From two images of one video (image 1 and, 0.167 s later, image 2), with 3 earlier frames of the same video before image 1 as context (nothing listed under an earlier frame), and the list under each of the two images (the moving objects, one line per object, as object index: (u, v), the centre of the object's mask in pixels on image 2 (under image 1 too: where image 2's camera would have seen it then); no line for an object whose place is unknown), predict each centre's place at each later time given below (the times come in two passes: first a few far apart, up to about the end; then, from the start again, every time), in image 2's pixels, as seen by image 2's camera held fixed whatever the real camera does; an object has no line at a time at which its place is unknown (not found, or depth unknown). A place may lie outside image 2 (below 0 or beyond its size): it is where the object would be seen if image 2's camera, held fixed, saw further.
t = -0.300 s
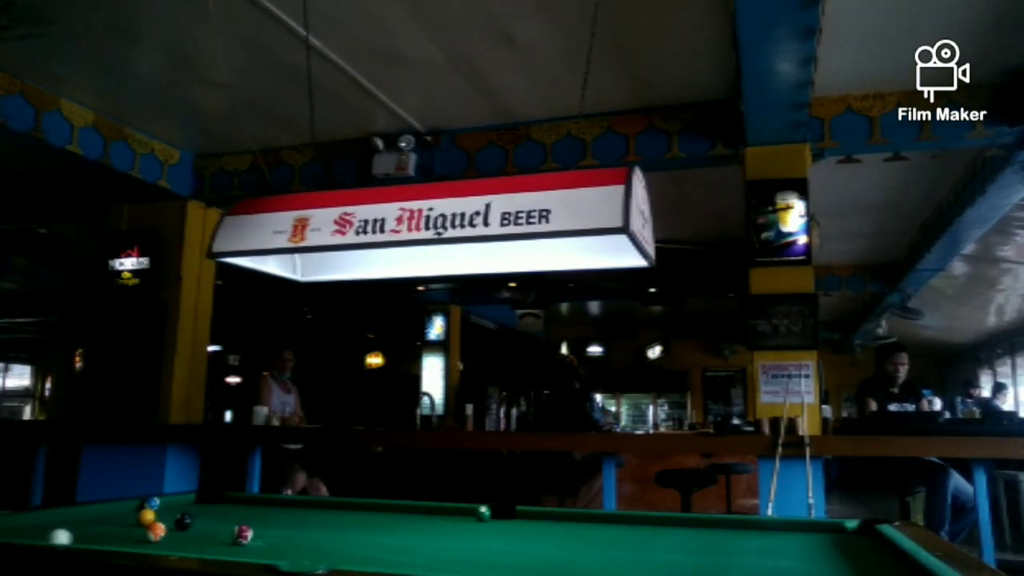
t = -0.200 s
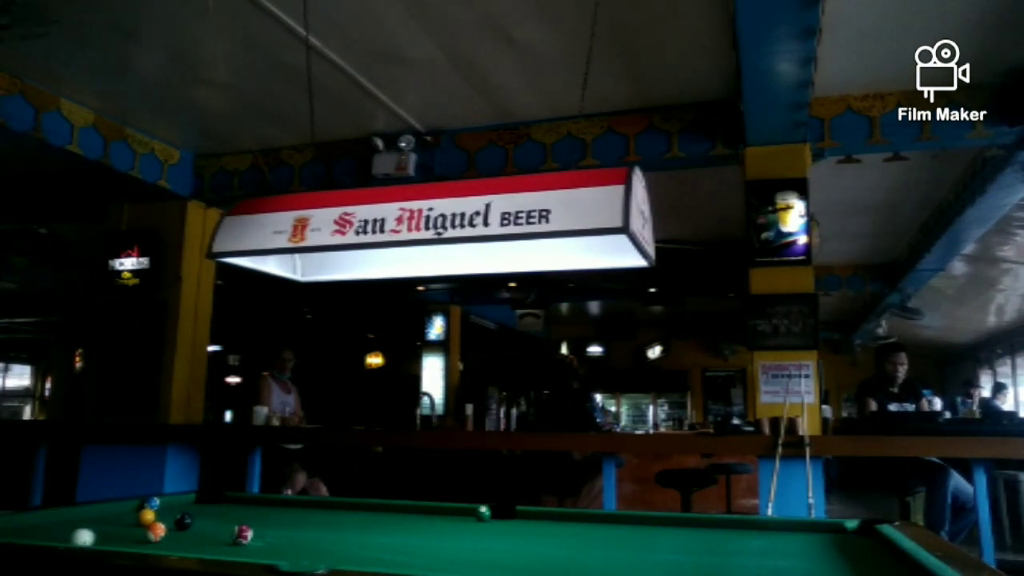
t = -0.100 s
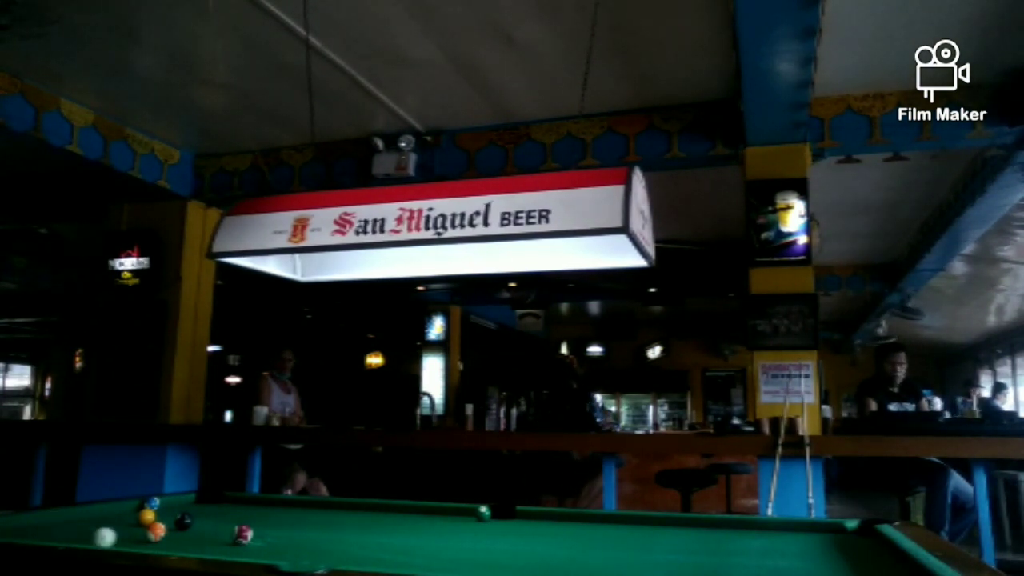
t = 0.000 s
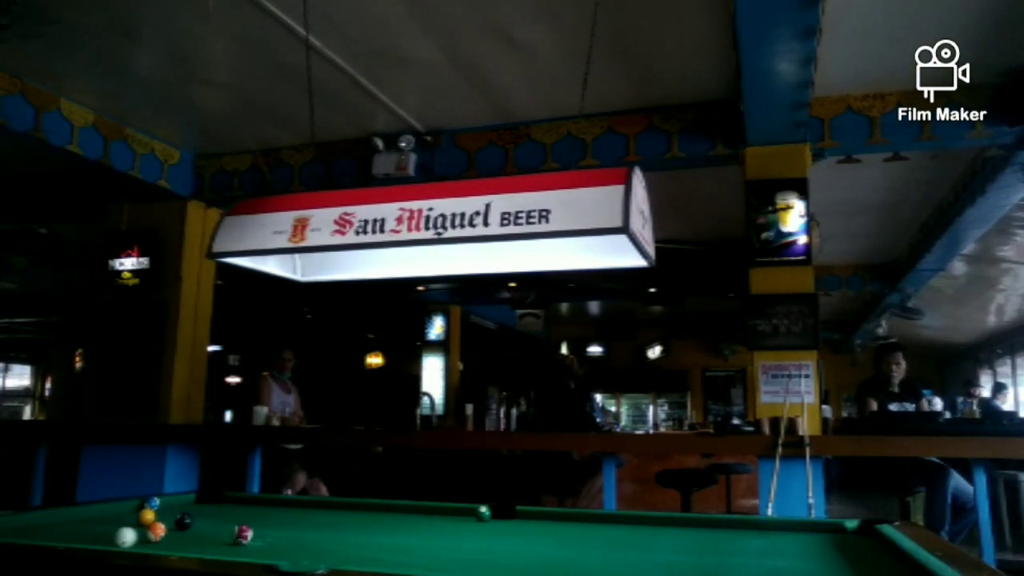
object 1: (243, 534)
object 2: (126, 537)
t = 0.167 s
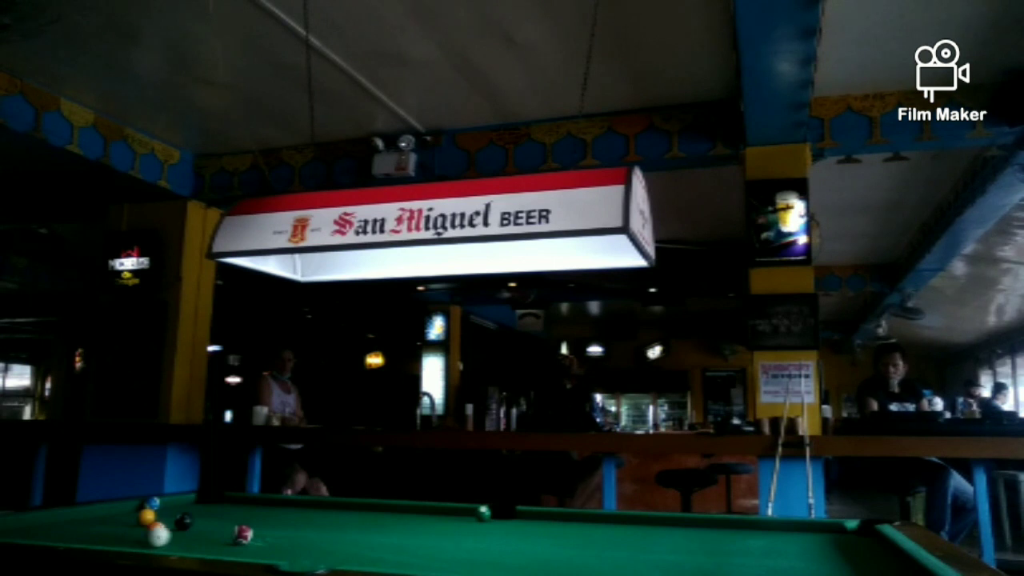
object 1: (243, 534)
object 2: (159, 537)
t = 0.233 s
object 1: (243, 534)
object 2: (172, 536)
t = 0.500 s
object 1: (243, 535)
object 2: (218, 534)
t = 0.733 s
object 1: (263, 533)
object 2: (228, 533)
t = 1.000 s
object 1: (285, 534)
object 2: (233, 533)
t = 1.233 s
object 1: (302, 533)
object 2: (236, 533)
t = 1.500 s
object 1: (318, 533)
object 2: (238, 532)
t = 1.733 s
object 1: (331, 533)
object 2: (238, 532)
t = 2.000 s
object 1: (343, 533)
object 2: (238, 532)
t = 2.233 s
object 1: (351, 533)
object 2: (238, 532)
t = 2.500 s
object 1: (359, 533)
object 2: (238, 532)
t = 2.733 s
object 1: (364, 532)
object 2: (238, 532)
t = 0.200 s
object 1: (242, 535)
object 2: (165, 537)
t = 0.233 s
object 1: (243, 534)
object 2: (172, 536)
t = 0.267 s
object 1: (243, 534)
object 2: (178, 536)
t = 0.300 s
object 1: (242, 534)
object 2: (184, 535)
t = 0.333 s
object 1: (242, 535)
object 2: (190, 535)
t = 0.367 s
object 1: (242, 535)
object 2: (196, 535)
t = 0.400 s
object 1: (243, 535)
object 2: (202, 534)
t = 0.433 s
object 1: (242, 534)
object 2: (207, 534)
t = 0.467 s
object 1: (243, 534)
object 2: (213, 534)
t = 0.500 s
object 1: (243, 535)
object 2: (218, 534)
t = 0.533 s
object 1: (244, 534)
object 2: (221, 534)
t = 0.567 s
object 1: (247, 534)
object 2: (222, 534)
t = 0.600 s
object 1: (251, 534)
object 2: (224, 534)
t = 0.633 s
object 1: (254, 534)
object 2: (225, 534)
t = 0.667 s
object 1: (258, 533)
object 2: (226, 534)
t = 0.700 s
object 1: (260, 533)
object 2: (227, 534)
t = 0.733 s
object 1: (263, 533)
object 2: (228, 533)
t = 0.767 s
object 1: (267, 533)
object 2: (228, 533)
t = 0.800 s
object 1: (270, 533)
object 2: (229, 533)
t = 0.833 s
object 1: (272, 534)
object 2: (230, 533)
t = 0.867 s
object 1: (275, 534)
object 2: (231, 533)
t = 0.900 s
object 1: (278, 534)
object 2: (231, 533)
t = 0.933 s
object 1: (280, 534)
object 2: (232, 533)
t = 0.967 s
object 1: (282, 534)
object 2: (233, 533)
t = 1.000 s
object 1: (285, 534)
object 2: (233, 533)
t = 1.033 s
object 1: (287, 533)
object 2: (234, 533)
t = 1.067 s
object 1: (289, 533)
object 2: (235, 533)
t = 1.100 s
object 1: (292, 533)
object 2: (235, 533)
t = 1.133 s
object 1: (295, 533)
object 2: (236, 533)
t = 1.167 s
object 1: (297, 533)
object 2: (236, 533)
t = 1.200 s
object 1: (300, 533)
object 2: (236, 532)
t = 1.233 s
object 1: (302, 533)
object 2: (236, 533)
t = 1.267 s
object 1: (305, 533)
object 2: (237, 532)
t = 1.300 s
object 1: (307, 533)
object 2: (237, 532)
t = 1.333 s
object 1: (309, 534)
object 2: (237, 533)
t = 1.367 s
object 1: (311, 533)
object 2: (238, 532)
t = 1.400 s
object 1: (313, 533)
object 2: (238, 532)
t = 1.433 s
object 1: (314, 533)
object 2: (238, 532)
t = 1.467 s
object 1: (316, 533)
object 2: (238, 532)
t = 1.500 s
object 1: (318, 533)
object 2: (238, 532)
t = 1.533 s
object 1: (320, 533)
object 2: (238, 532)
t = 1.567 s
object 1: (322, 533)
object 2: (238, 532)
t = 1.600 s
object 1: (324, 533)
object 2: (238, 532)
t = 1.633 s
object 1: (326, 533)
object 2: (238, 532)
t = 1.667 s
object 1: (328, 533)
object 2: (238, 532)
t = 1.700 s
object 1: (329, 533)
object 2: (238, 532)
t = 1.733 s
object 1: (331, 533)
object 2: (238, 532)
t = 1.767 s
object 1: (333, 533)
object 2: (238, 532)
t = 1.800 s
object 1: (335, 533)
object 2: (238, 532)
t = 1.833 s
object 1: (336, 533)
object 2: (238, 532)
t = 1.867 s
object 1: (337, 533)
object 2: (238, 532)
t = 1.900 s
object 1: (339, 534)
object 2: (238, 532)
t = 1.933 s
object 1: (340, 533)
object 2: (238, 532)
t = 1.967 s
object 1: (342, 534)
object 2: (238, 532)
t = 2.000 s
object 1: (343, 533)
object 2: (238, 532)
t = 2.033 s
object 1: (344, 533)
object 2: (238, 532)
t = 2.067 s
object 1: (346, 533)
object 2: (238, 532)
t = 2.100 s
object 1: (347, 533)
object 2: (238, 532)
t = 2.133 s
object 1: (348, 533)
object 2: (238, 532)
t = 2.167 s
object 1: (349, 533)
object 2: (238, 532)
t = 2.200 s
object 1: (350, 533)
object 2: (238, 532)
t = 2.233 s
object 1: (351, 533)
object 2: (238, 532)
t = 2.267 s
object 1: (353, 533)
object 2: (238, 532)
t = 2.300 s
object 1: (354, 533)
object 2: (238, 532)
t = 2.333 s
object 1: (355, 533)
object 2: (238, 532)
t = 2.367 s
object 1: (356, 533)
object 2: (238, 532)
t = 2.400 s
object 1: (357, 533)
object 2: (238, 532)
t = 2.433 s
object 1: (358, 532)
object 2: (238, 532)
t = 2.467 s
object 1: (359, 533)
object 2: (238, 532)
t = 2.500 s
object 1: (359, 533)
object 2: (238, 532)
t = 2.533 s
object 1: (360, 533)
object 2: (238, 532)
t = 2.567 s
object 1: (361, 533)
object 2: (238, 532)
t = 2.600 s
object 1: (362, 532)
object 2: (238, 532)
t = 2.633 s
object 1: (362, 533)
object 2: (238, 532)
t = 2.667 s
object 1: (363, 532)
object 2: (238, 532)
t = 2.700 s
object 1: (363, 532)
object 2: (238, 532)
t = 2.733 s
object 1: (364, 532)
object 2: (238, 532)
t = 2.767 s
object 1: (364, 532)
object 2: (238, 532)
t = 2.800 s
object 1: (364, 532)
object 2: (238, 532)
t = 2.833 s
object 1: (365, 532)
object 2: (238, 532)
